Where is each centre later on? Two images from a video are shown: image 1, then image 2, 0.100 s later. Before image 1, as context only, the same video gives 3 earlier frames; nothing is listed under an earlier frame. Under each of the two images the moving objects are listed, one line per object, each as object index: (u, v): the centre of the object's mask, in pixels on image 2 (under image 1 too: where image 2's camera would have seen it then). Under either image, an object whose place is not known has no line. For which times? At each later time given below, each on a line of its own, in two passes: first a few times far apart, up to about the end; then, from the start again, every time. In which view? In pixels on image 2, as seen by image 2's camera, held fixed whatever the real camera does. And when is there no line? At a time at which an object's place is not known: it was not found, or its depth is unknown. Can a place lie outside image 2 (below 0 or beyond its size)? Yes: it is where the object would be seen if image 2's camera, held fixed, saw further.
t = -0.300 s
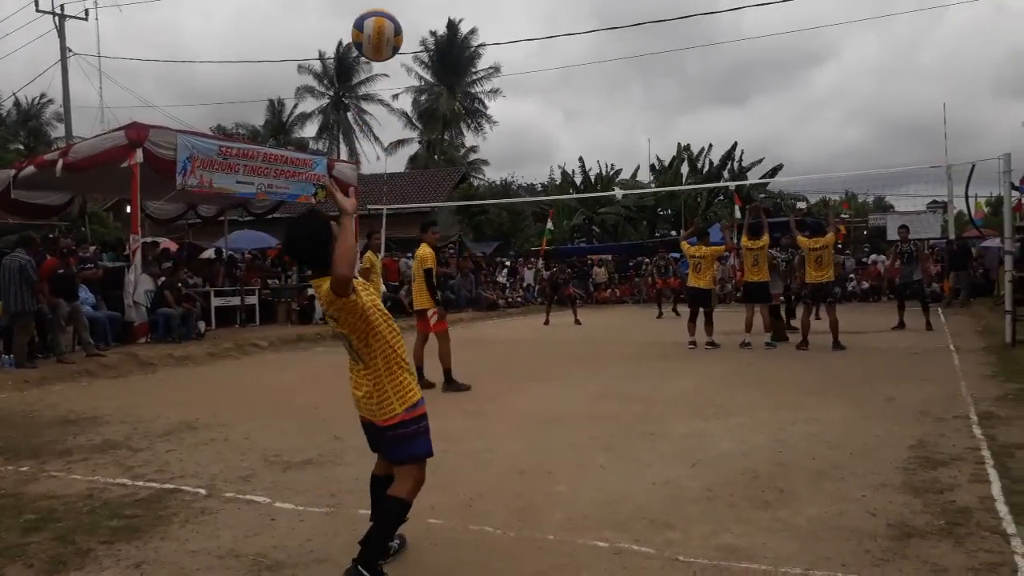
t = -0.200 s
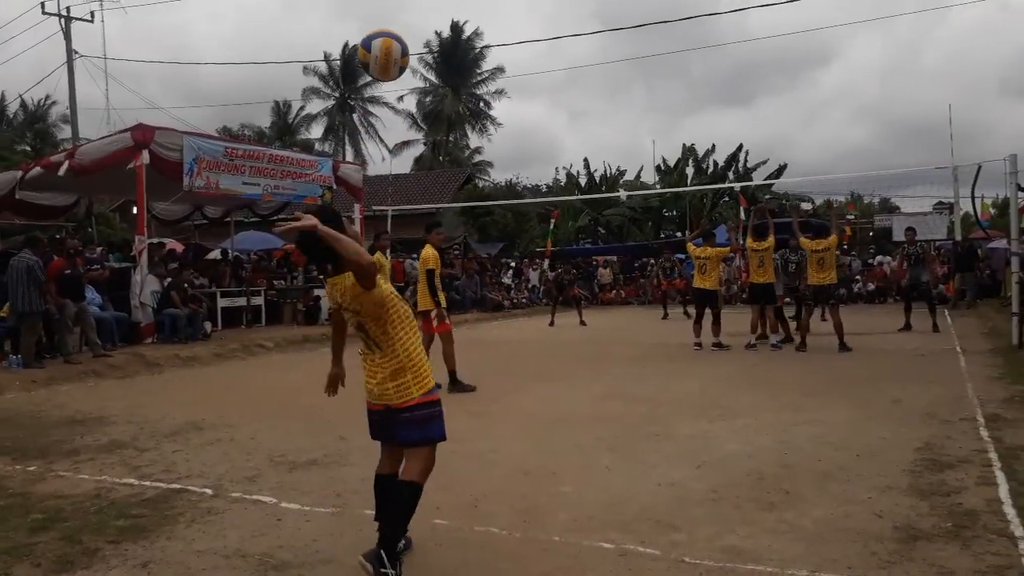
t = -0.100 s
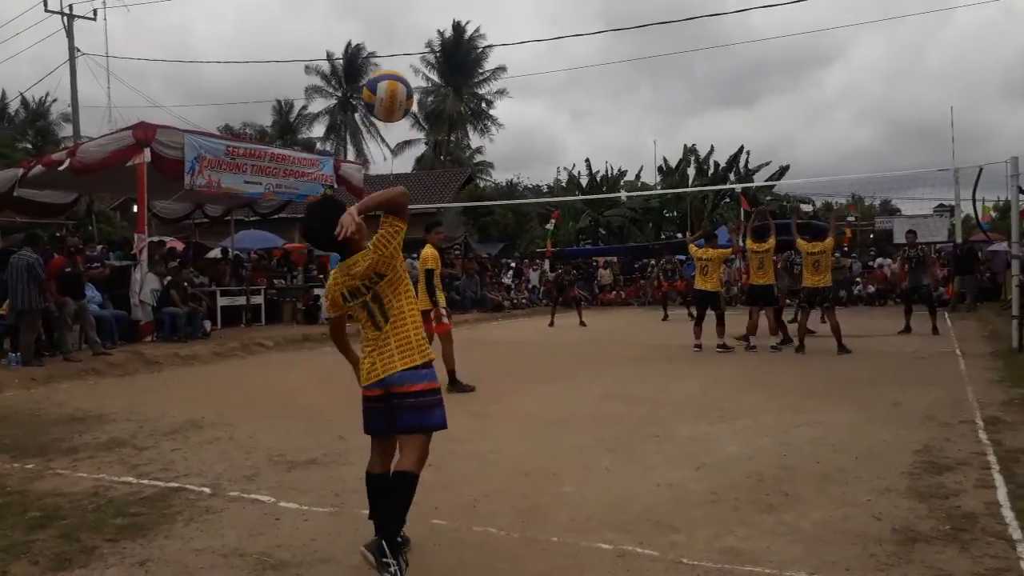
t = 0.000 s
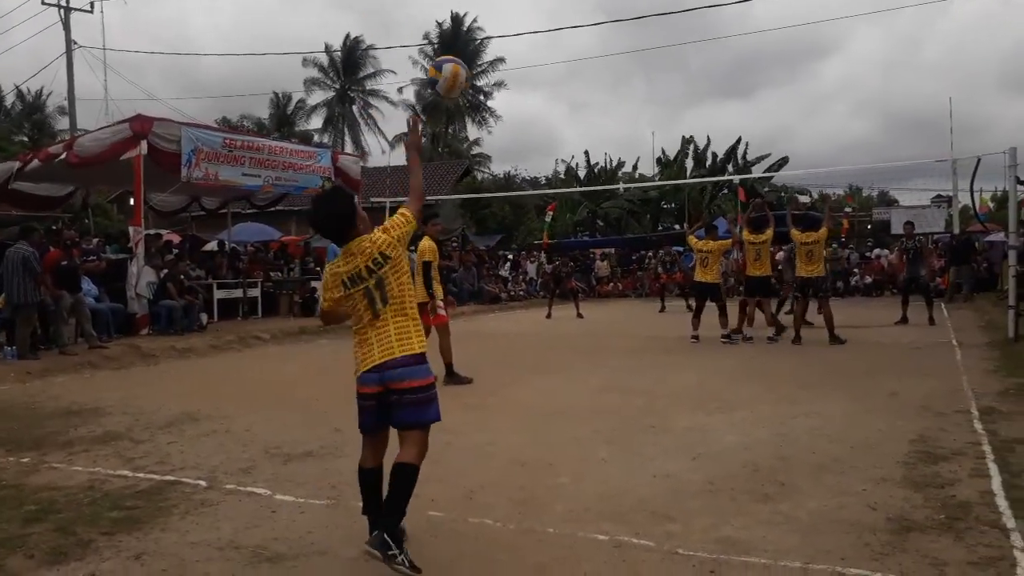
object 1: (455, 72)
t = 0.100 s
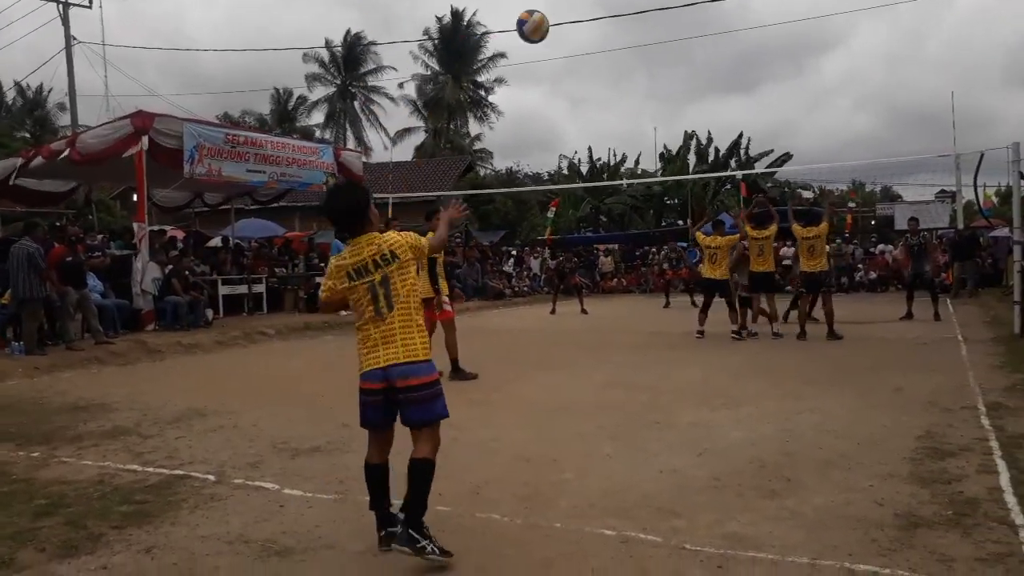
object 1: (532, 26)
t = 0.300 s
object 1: (628, 13)
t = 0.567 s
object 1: (693, 52)
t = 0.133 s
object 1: (555, 18)
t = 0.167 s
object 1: (574, 12)
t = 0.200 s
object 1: (589, 11)
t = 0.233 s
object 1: (604, 10)
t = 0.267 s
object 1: (617, 11)
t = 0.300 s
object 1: (628, 13)
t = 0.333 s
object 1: (638, 17)
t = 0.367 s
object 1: (647, 20)
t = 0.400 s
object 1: (656, 25)
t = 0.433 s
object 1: (664, 29)
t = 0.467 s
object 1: (672, 35)
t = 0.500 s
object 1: (681, 40)
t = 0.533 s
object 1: (688, 46)
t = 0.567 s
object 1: (693, 52)
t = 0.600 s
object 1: (699, 60)
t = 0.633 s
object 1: (706, 67)
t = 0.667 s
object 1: (711, 74)
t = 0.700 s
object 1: (716, 82)
